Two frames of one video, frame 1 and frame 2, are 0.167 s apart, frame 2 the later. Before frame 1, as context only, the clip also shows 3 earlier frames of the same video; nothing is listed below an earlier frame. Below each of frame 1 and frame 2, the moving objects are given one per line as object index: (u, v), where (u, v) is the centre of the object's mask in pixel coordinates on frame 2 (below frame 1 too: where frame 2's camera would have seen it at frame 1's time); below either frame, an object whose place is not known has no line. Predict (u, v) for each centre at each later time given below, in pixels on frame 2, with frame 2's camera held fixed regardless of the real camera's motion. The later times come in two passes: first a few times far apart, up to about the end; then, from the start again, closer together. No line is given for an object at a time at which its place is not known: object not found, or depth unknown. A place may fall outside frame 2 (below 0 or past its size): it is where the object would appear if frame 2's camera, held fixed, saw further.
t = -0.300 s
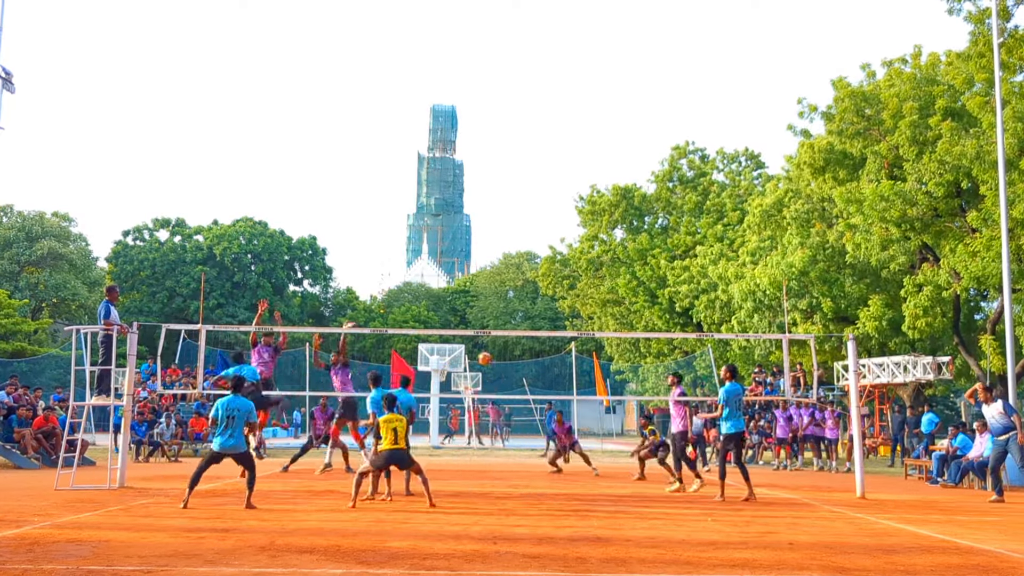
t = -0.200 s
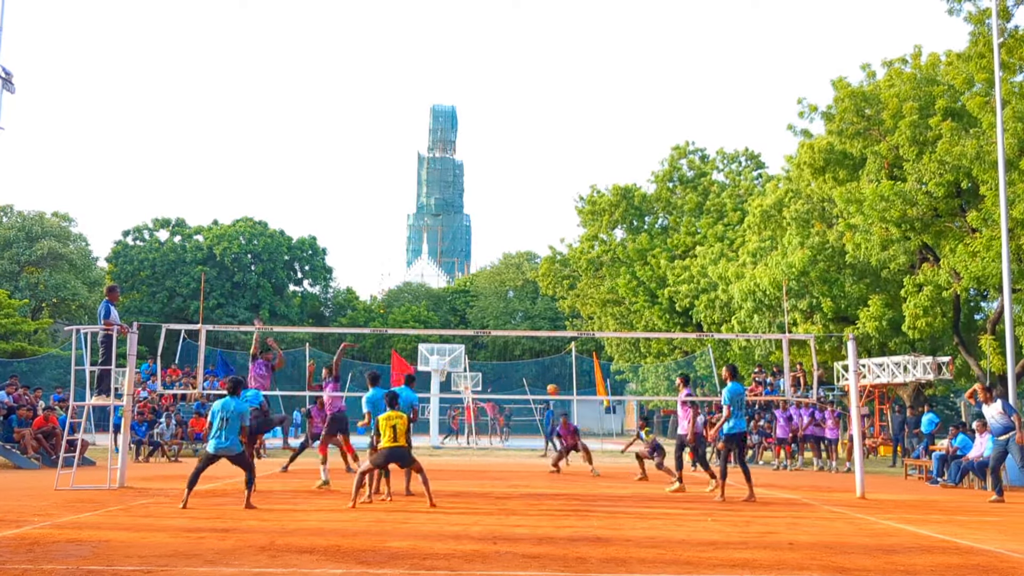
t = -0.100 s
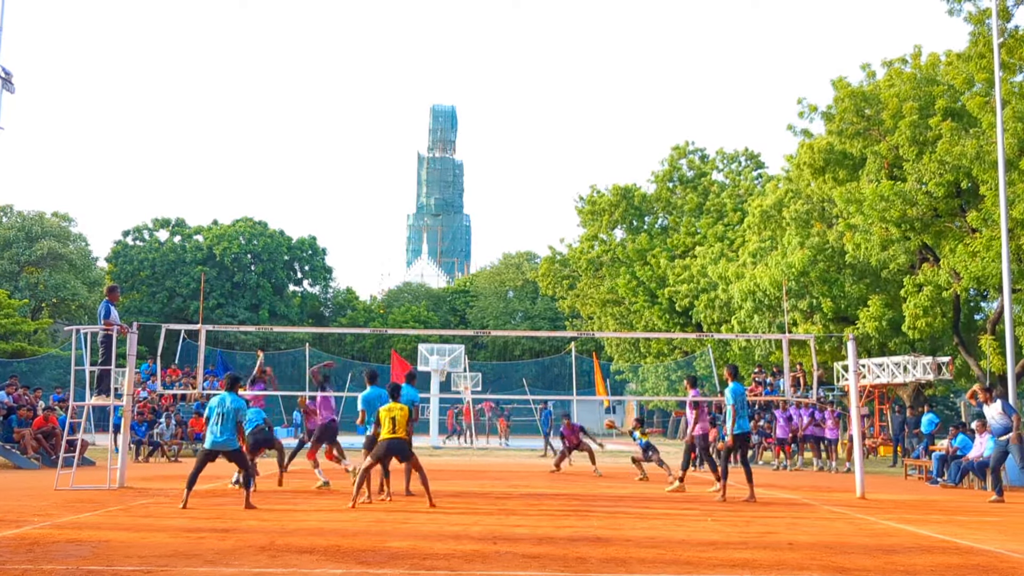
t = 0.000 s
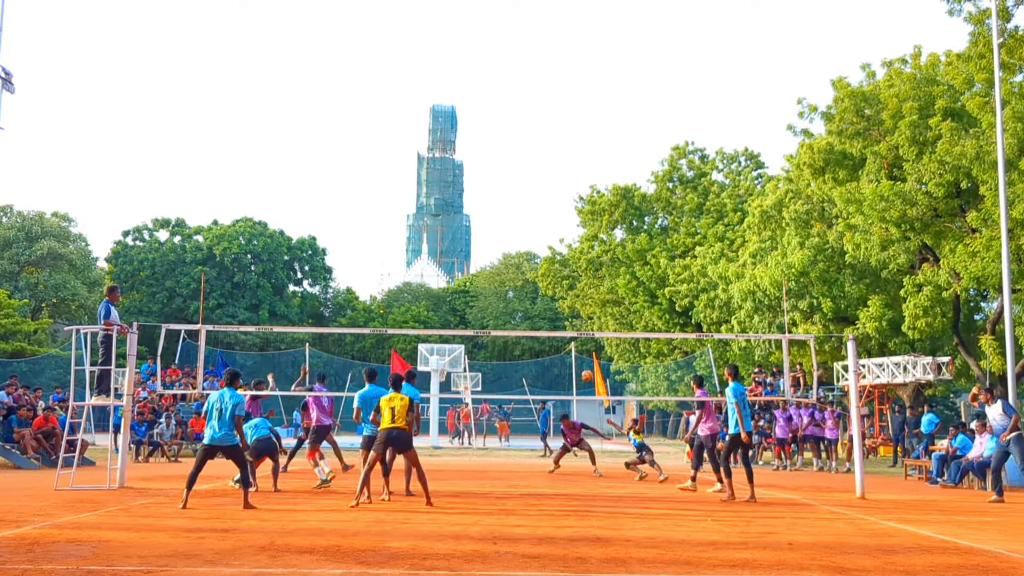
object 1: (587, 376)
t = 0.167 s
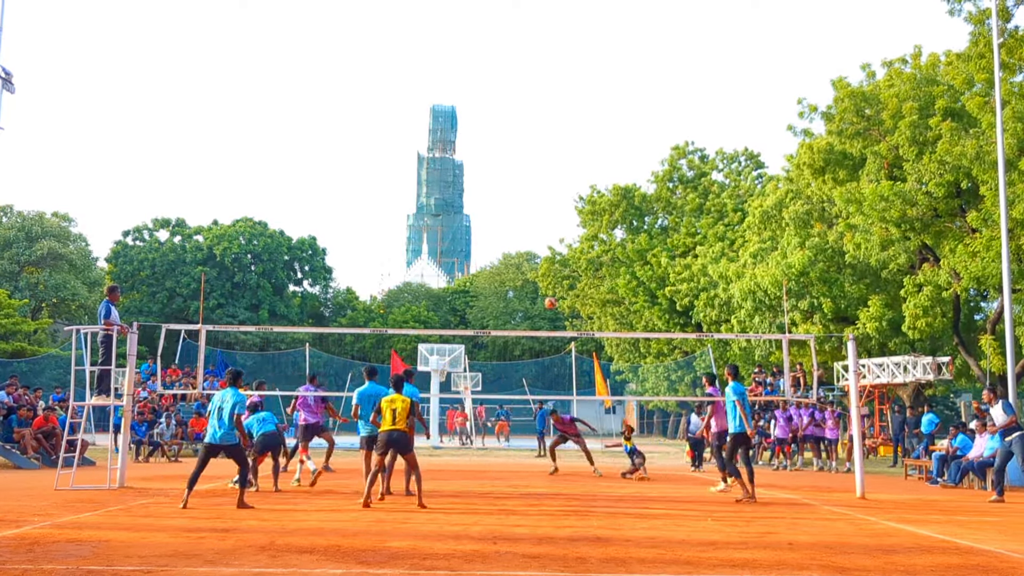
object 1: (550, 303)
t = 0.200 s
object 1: (543, 290)
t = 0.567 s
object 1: (464, 179)
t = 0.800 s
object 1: (414, 141)
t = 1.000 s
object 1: (369, 129)
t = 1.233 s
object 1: (314, 143)
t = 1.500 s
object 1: (246, 196)
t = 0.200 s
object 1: (543, 290)
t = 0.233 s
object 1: (534, 277)
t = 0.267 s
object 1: (528, 265)
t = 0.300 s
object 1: (521, 254)
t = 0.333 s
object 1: (515, 243)
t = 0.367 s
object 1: (507, 232)
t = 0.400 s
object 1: (500, 222)
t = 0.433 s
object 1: (493, 212)
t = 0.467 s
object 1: (486, 203)
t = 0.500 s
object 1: (479, 195)
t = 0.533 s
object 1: (472, 187)
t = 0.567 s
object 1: (464, 179)
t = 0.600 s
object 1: (457, 172)
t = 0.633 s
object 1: (450, 166)
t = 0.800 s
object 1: (414, 141)
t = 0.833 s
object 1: (407, 138)
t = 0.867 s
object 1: (399, 135)
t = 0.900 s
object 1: (392, 133)
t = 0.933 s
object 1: (384, 131)
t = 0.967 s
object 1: (377, 130)
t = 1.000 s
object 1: (369, 129)
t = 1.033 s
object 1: (361, 129)
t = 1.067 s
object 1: (354, 130)
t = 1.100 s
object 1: (346, 131)
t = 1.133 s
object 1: (338, 133)
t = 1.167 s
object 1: (330, 136)
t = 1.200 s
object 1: (322, 139)
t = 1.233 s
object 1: (314, 143)
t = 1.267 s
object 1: (306, 147)
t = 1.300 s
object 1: (298, 152)
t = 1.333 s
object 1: (289, 158)
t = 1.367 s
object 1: (281, 164)
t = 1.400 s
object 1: (273, 171)
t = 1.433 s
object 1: (264, 179)
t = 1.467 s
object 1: (255, 187)
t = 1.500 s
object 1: (246, 196)
